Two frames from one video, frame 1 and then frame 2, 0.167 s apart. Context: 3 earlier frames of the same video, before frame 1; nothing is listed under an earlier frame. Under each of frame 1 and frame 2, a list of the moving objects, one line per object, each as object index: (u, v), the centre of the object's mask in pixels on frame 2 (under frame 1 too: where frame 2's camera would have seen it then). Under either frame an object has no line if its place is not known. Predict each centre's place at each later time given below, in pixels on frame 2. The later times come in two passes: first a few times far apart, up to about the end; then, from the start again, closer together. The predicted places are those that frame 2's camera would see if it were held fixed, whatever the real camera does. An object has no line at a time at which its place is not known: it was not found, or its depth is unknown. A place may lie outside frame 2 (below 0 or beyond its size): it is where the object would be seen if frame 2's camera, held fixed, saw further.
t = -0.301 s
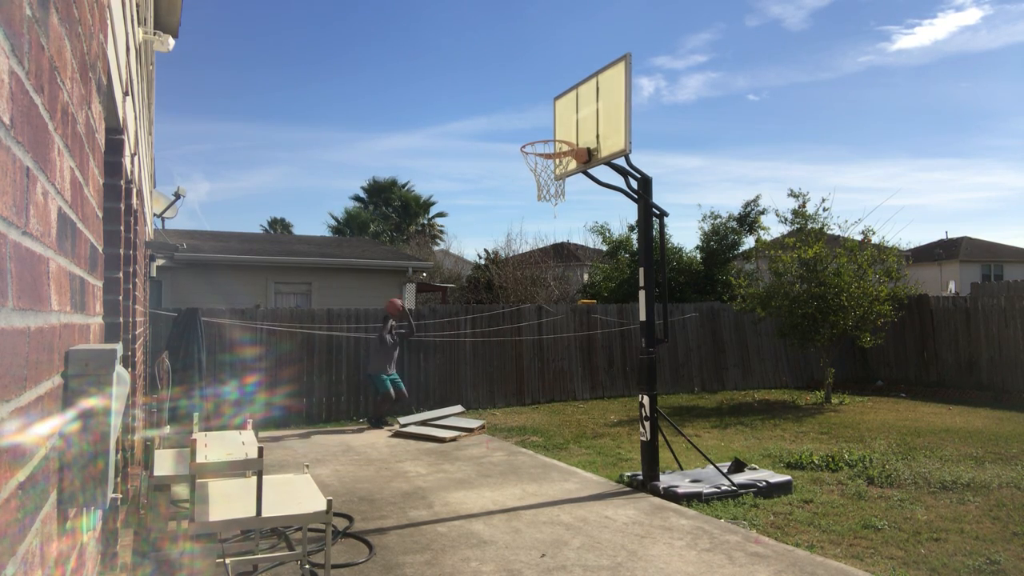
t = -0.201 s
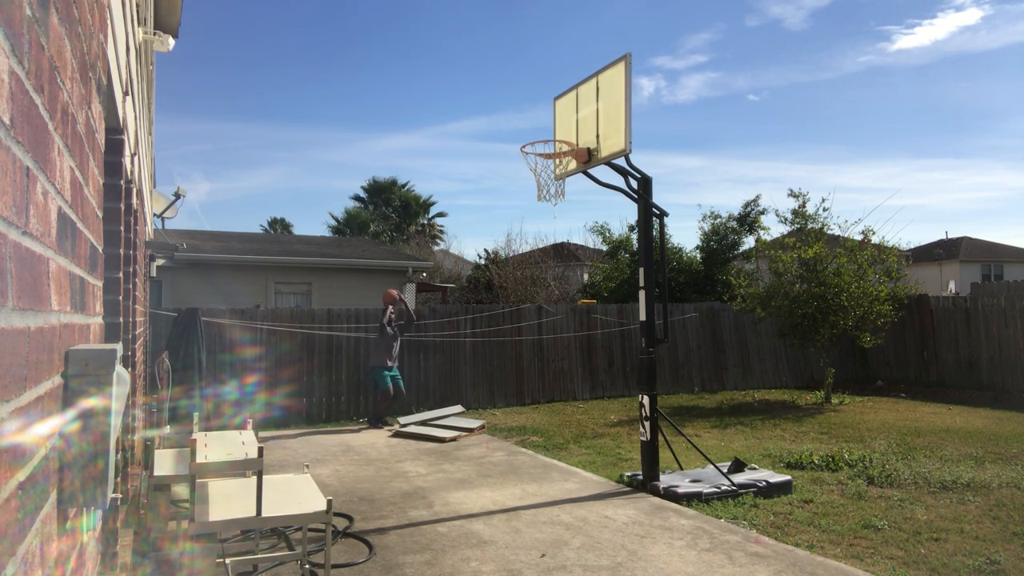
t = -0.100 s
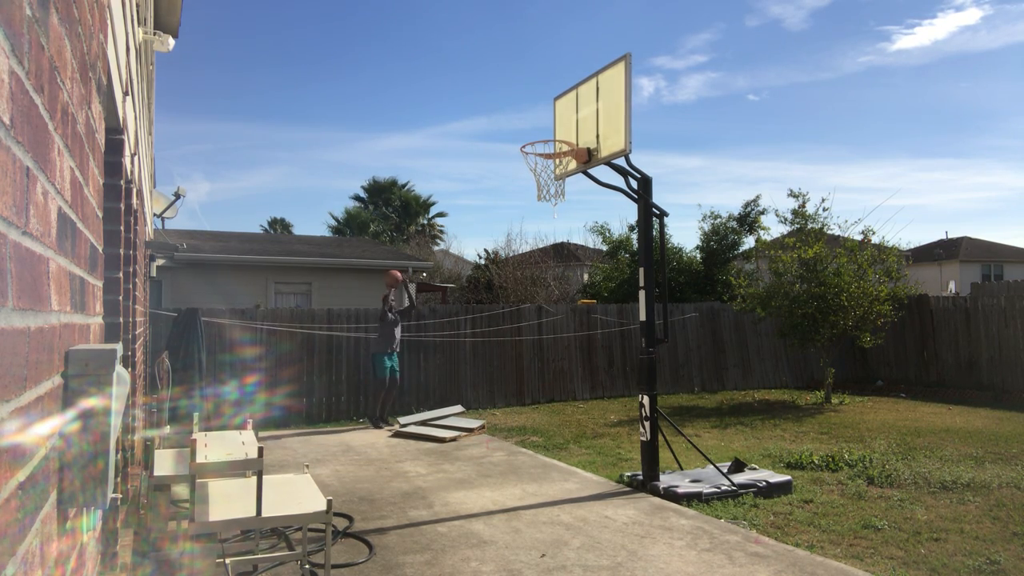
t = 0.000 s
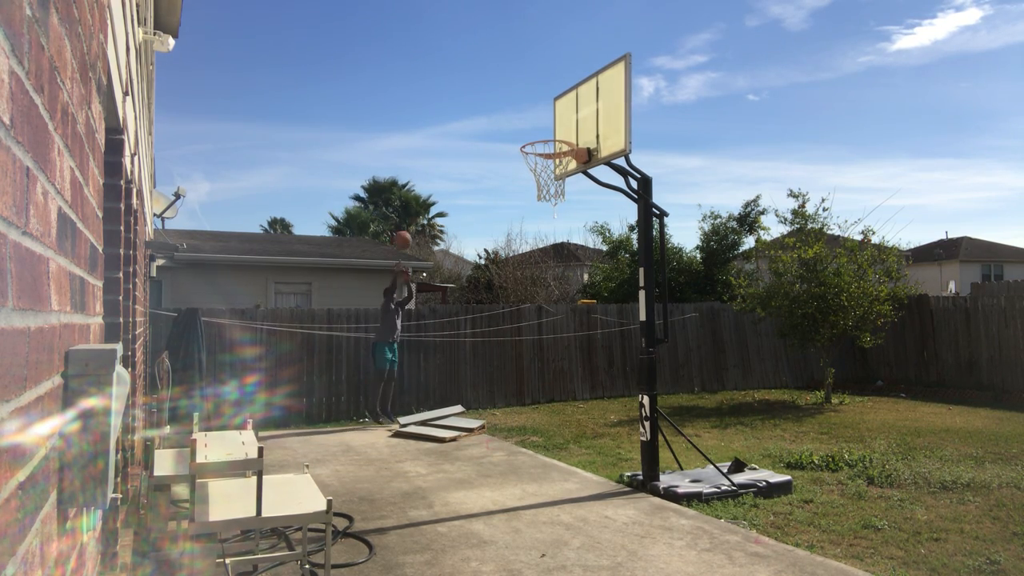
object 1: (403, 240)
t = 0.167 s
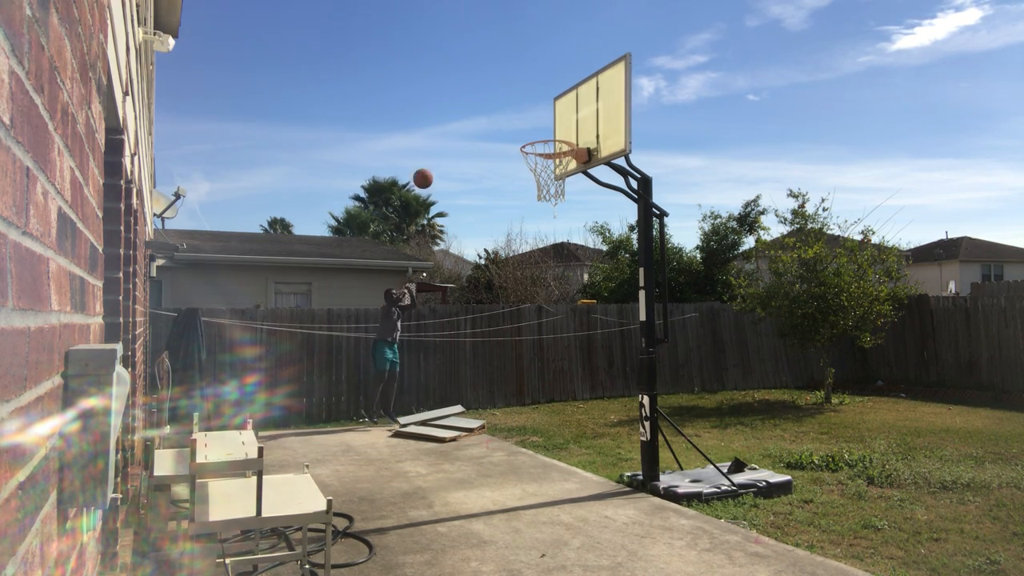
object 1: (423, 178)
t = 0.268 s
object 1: (436, 148)
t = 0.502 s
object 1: (474, 104)
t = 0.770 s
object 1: (529, 111)
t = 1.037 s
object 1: (556, 162)
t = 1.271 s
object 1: (576, 184)
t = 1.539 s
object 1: (582, 263)
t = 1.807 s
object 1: (590, 424)
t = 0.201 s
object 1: (427, 168)
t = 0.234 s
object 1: (431, 158)
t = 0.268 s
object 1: (436, 148)
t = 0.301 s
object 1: (441, 140)
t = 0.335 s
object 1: (446, 132)
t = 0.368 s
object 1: (451, 125)
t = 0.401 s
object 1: (457, 118)
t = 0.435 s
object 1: (462, 112)
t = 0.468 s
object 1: (468, 107)
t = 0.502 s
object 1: (474, 104)
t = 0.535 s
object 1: (480, 100)
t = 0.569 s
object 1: (486, 99)
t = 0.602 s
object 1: (493, 98)
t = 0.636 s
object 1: (499, 98)
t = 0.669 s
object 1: (506, 99)
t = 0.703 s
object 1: (514, 102)
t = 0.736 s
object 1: (521, 106)
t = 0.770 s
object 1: (529, 111)
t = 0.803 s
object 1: (537, 117)
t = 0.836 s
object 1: (545, 125)
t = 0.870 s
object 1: (554, 134)
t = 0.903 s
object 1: (552, 142)
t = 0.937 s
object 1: (542, 147)
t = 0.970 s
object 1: (540, 152)
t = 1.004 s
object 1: (547, 156)
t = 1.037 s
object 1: (556, 162)
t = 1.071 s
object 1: (562, 166)
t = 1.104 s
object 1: (567, 169)
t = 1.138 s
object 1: (571, 172)
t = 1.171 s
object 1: (573, 174)
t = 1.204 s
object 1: (574, 175)
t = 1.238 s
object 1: (575, 180)
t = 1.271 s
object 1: (576, 184)
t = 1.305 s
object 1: (576, 189)
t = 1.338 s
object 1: (577, 196)
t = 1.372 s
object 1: (578, 204)
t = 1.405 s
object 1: (578, 213)
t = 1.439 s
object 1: (579, 224)
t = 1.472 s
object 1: (580, 236)
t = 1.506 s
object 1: (581, 248)
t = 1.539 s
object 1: (582, 263)
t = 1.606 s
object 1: (583, 296)
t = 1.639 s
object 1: (584, 313)
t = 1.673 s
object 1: (586, 334)
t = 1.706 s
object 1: (587, 354)
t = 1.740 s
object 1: (588, 376)
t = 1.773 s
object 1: (589, 399)
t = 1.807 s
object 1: (590, 424)
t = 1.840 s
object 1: (591, 450)
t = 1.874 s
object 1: (592, 478)
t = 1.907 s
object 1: (591, 485)
